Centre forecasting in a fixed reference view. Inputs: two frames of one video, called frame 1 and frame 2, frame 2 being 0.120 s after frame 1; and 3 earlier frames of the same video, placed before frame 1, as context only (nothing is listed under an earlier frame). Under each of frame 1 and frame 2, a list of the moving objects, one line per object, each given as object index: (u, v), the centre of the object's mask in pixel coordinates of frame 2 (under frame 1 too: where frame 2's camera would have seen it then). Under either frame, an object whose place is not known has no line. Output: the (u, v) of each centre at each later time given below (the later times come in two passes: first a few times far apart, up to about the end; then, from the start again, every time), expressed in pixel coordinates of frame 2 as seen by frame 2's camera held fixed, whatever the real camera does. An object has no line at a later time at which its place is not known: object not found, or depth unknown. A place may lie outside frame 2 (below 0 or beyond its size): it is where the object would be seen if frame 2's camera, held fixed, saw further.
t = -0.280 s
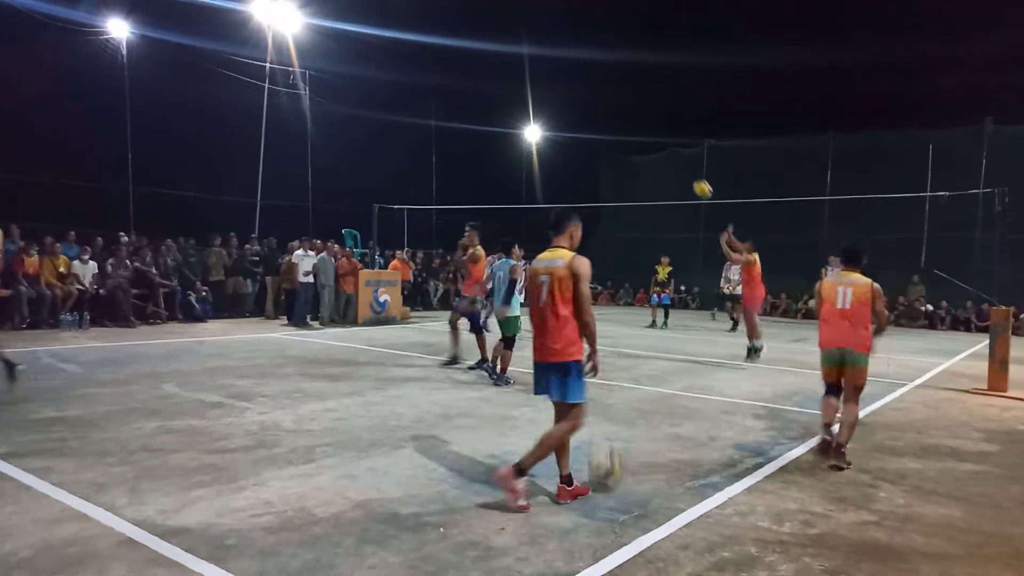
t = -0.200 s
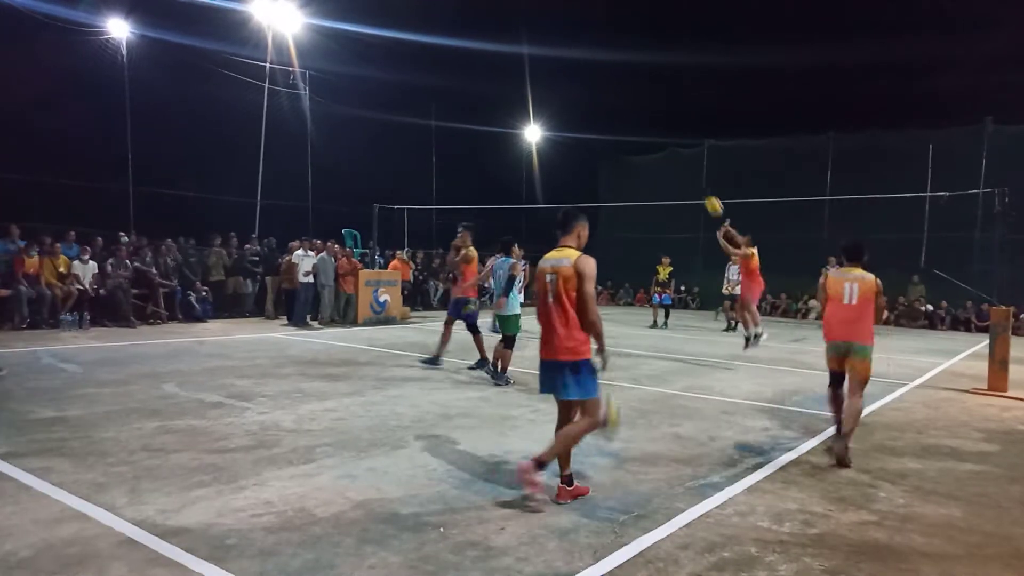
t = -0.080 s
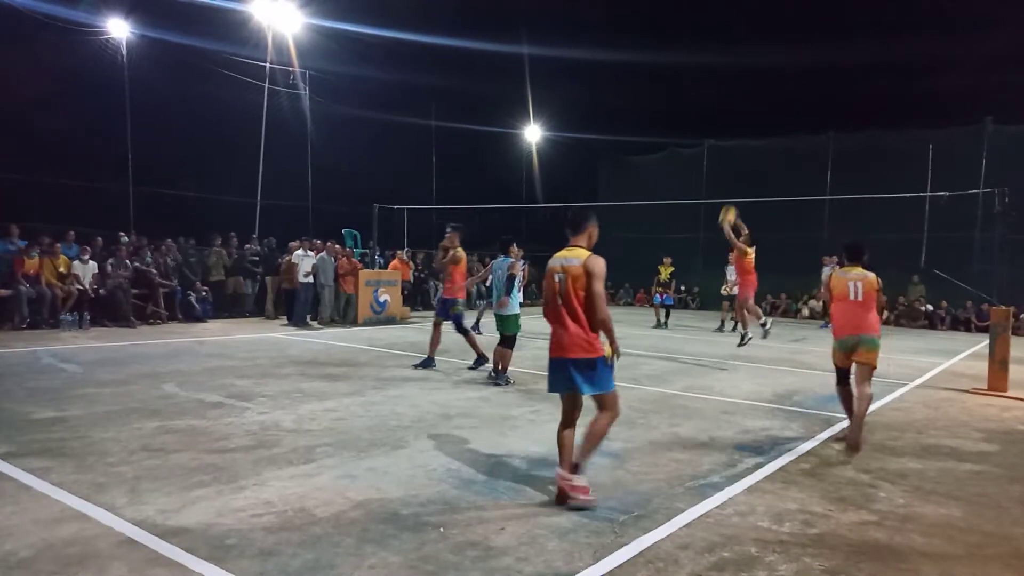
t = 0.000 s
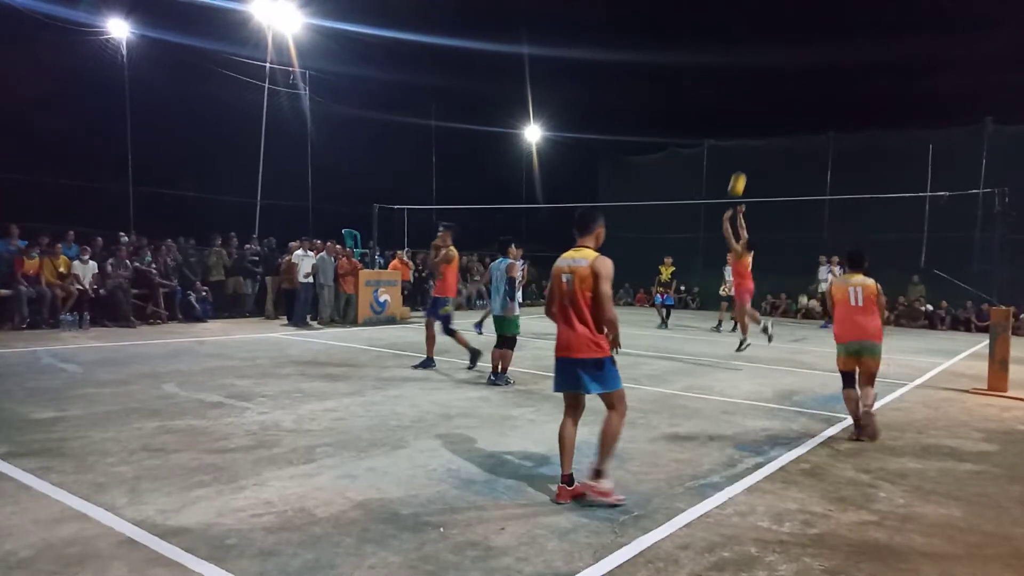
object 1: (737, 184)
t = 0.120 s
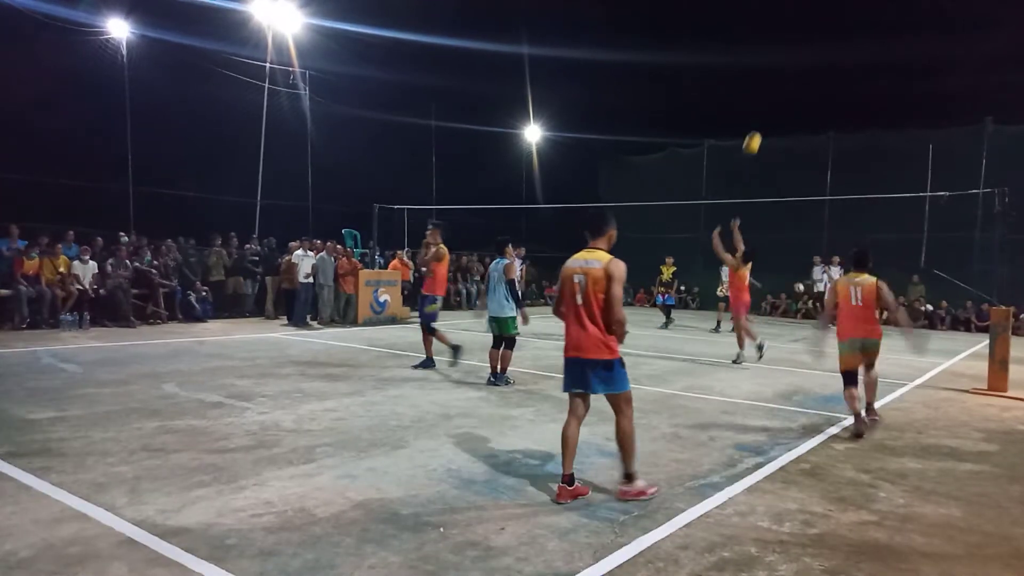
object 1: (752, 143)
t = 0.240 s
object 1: (766, 111)
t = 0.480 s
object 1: (793, 79)
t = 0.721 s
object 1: (818, 89)
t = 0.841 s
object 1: (831, 110)
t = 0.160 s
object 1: (757, 131)
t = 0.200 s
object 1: (761, 121)
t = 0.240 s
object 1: (766, 111)
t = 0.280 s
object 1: (771, 103)
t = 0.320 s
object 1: (775, 96)
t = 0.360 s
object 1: (780, 90)
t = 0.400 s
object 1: (784, 85)
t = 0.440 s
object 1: (789, 81)
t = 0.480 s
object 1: (793, 79)
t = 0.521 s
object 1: (798, 78)
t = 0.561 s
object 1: (802, 77)
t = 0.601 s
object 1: (806, 79)
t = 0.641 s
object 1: (810, 81)
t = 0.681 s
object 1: (814, 84)
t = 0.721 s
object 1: (818, 89)
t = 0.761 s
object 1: (823, 95)
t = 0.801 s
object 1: (827, 102)
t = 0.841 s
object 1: (831, 110)
